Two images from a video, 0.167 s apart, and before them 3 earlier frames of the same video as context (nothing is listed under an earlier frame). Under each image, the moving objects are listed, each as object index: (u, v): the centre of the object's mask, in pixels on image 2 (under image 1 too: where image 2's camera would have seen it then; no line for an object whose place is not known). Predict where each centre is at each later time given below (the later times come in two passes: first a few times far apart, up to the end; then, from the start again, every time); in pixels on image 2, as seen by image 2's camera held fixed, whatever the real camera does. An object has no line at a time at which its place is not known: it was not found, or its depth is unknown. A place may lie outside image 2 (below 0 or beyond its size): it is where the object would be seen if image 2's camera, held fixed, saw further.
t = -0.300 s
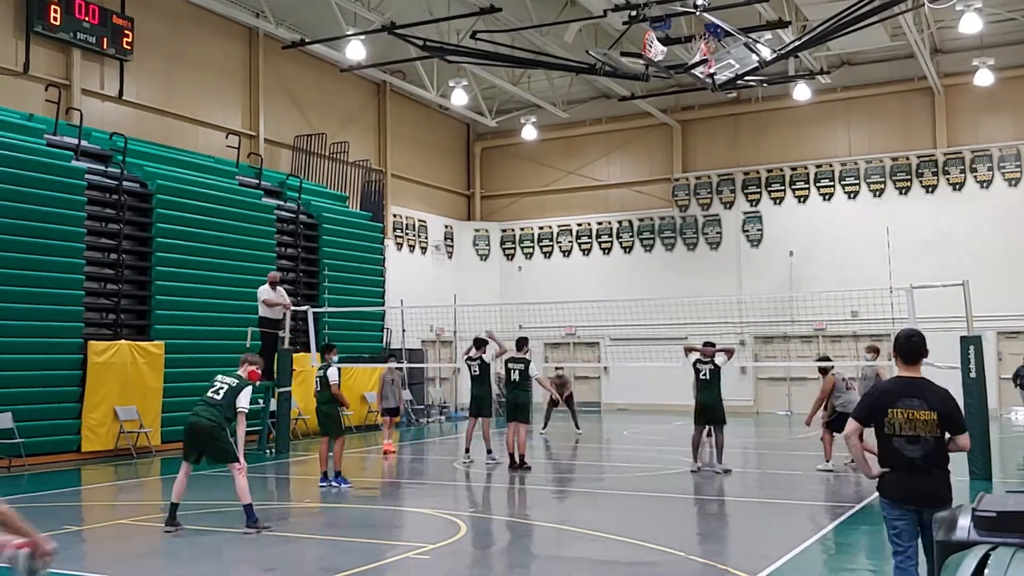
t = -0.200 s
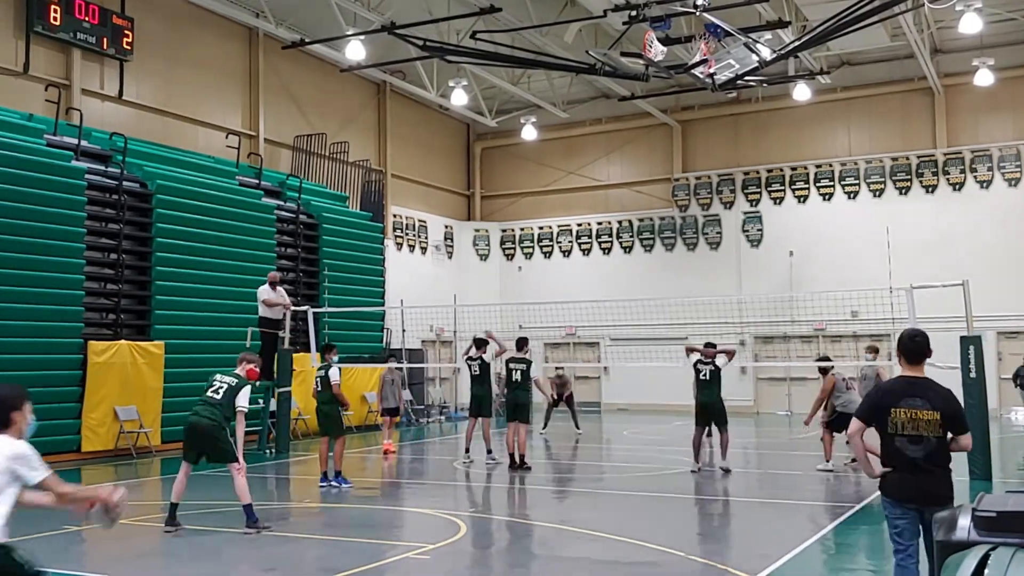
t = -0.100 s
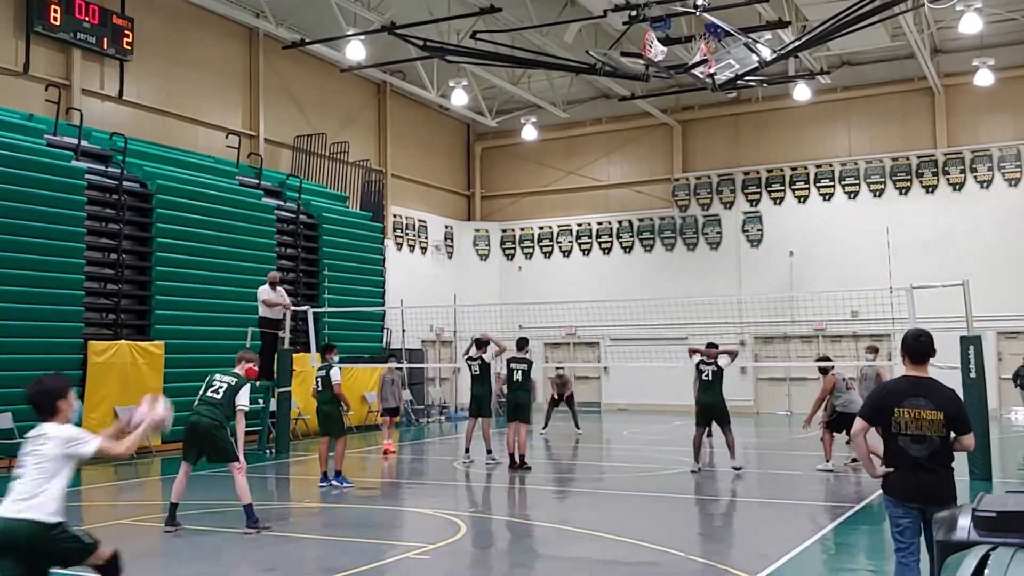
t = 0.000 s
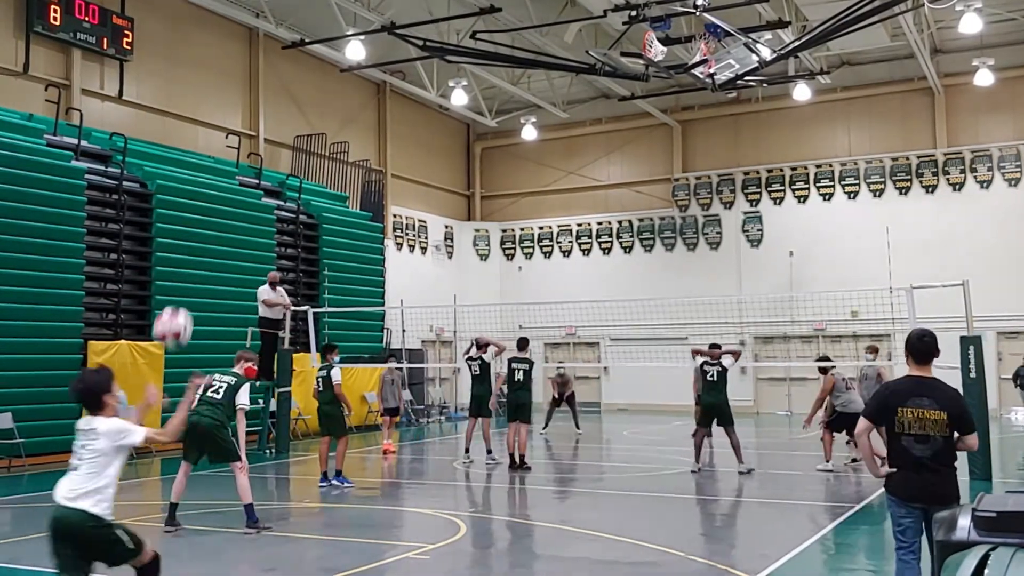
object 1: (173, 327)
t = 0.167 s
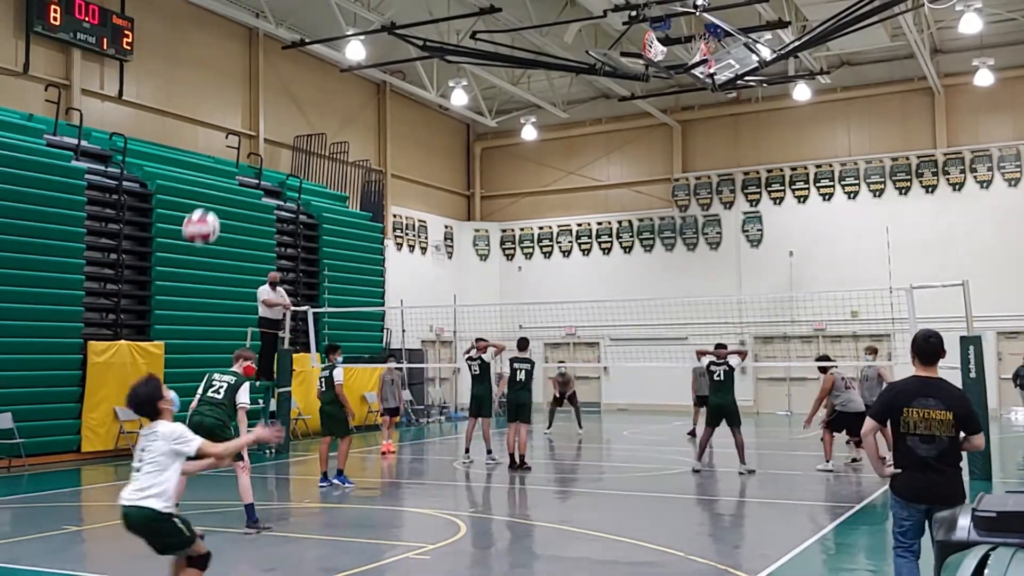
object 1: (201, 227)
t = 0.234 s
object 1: (211, 202)
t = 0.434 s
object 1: (239, 174)
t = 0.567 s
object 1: (256, 188)
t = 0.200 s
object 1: (206, 214)
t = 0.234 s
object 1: (211, 202)
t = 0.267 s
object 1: (216, 193)
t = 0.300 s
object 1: (221, 186)
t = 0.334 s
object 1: (226, 180)
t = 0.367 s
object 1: (230, 177)
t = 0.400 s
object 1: (235, 175)
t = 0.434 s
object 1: (239, 174)
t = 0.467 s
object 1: (244, 176)
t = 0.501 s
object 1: (248, 178)
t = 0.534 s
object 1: (252, 182)
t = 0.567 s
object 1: (256, 188)
